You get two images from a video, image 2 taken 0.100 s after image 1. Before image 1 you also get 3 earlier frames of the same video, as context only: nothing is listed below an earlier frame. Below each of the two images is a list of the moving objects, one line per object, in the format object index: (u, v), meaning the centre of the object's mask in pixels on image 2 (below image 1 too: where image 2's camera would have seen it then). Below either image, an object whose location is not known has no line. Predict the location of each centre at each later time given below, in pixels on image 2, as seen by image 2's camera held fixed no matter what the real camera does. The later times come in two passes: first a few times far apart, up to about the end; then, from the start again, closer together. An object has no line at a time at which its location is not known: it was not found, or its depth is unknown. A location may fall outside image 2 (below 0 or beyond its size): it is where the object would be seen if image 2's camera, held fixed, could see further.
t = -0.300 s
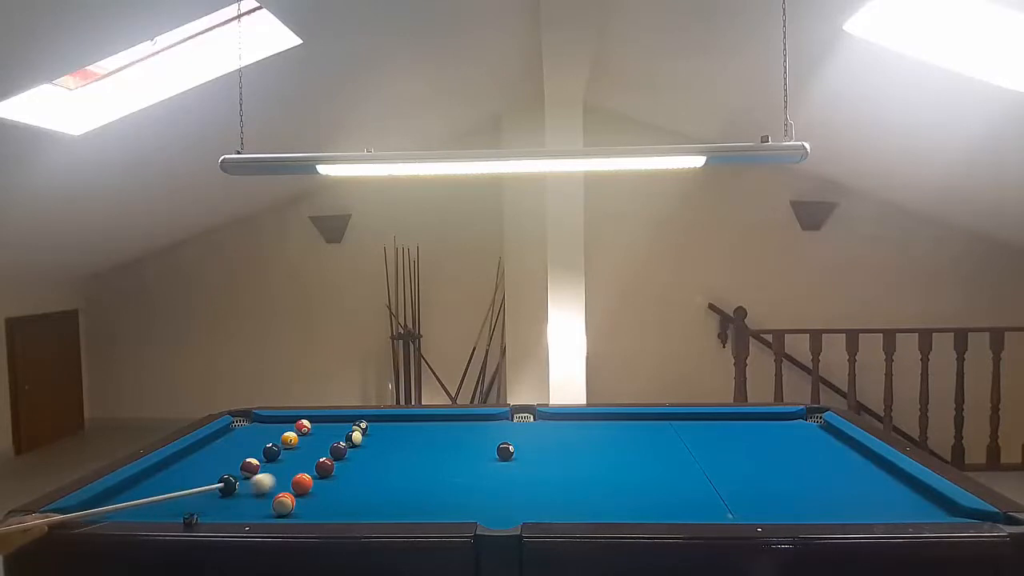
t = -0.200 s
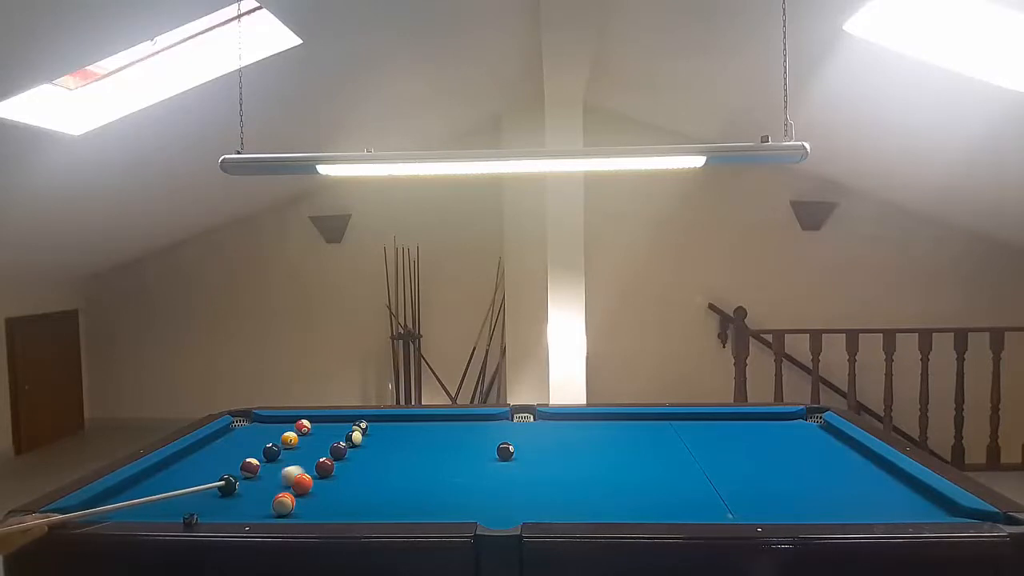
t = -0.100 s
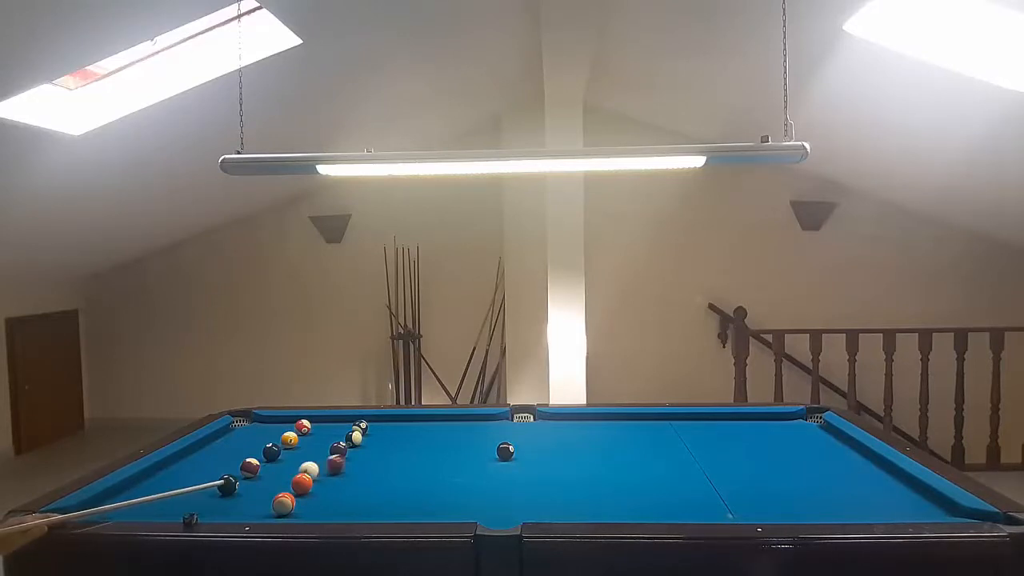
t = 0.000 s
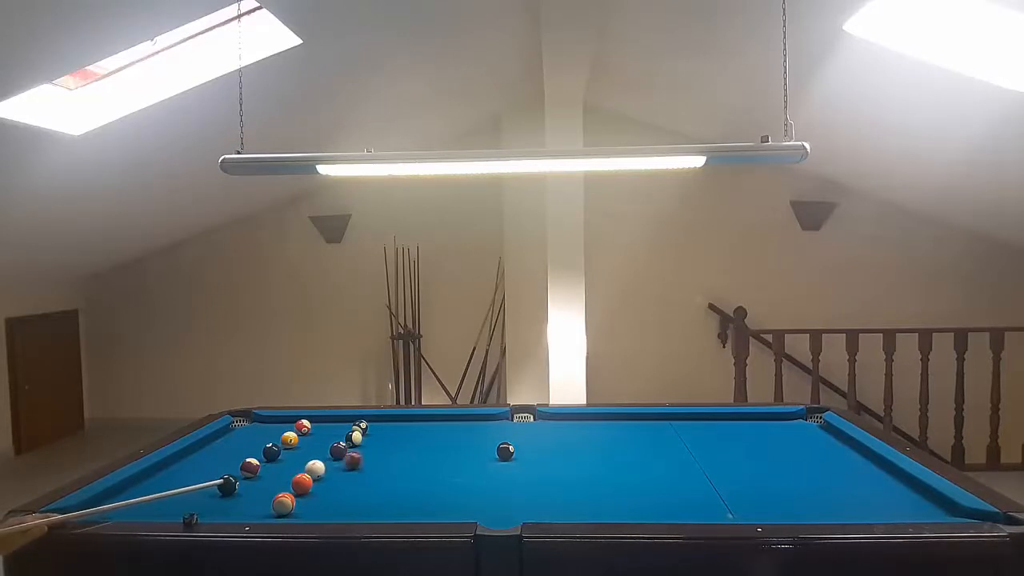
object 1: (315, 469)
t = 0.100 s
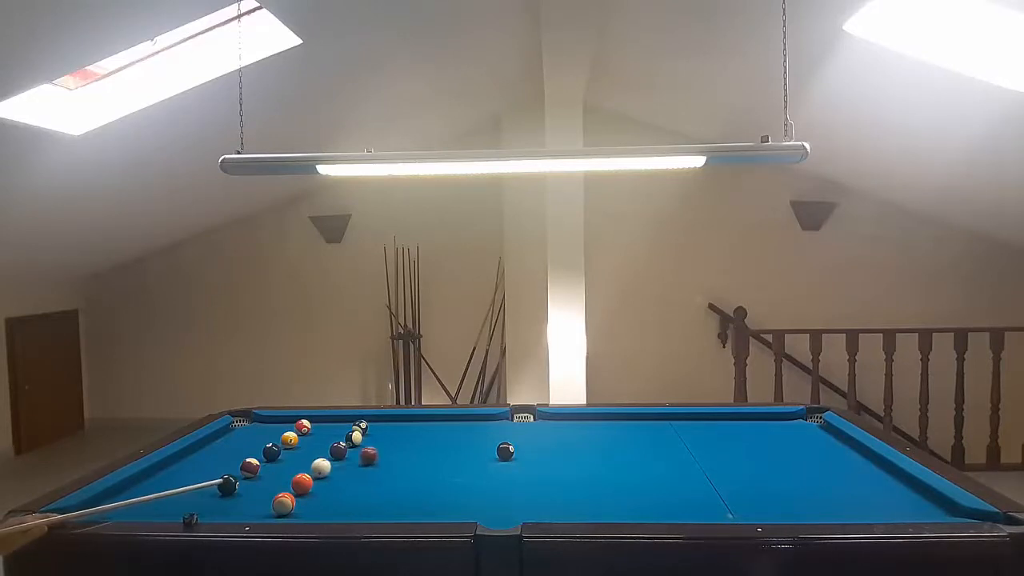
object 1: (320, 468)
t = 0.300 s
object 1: (332, 465)
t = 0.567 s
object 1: (345, 461)
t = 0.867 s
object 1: (357, 458)
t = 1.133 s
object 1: (365, 456)
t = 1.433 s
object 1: (373, 453)
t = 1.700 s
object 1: (378, 452)
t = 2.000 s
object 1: (381, 451)
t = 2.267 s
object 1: (383, 450)
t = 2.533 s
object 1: (384, 450)
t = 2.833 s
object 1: (386, 447)
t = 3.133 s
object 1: (383, 450)
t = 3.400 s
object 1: (383, 450)
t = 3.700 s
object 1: (383, 450)
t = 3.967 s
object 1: (383, 450)
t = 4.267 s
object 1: (383, 450)
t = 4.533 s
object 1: (383, 450)
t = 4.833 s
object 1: (383, 450)
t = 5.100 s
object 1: (383, 450)
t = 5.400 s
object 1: (383, 450)
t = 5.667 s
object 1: (383, 450)
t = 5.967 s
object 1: (383, 450)
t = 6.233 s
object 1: (383, 450)
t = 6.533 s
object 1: (383, 450)
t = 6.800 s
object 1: (383, 450)
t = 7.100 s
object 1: (383, 450)
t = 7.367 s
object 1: (383, 450)
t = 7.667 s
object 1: (383, 450)
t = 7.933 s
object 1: (383, 450)
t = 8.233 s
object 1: (383, 450)
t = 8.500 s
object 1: (383, 450)
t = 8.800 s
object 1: (383, 450)
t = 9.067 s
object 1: (383, 450)
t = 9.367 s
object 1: (383, 450)
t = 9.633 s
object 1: (383, 450)
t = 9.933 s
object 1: (383, 450)
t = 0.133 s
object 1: (322, 467)
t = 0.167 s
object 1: (324, 467)
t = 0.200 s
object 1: (326, 467)
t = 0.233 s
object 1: (328, 466)
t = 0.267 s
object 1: (330, 466)
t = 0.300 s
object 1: (332, 465)
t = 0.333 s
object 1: (333, 464)
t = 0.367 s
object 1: (335, 464)
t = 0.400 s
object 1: (337, 463)
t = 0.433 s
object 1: (338, 463)
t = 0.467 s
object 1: (340, 463)
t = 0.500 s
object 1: (342, 462)
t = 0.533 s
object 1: (343, 462)
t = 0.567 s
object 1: (345, 461)
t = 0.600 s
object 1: (346, 461)
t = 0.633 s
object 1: (348, 460)
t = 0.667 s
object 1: (349, 460)
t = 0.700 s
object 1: (350, 460)
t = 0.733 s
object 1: (352, 459)
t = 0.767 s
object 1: (353, 459)
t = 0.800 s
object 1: (354, 459)
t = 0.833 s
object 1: (355, 458)
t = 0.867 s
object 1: (357, 458)
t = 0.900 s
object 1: (358, 457)
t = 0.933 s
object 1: (359, 457)
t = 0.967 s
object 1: (360, 457)
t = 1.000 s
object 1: (361, 457)
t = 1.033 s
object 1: (362, 456)
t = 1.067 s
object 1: (363, 456)
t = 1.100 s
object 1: (364, 456)
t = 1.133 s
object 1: (365, 456)
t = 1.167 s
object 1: (366, 455)
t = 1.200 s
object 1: (367, 455)
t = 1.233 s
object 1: (368, 455)
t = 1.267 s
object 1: (369, 454)
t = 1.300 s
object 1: (370, 454)
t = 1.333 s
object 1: (370, 454)
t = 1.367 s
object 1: (371, 454)
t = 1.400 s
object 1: (372, 454)
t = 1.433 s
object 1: (373, 453)
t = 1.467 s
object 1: (373, 453)
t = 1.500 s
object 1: (374, 453)
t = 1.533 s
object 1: (375, 453)
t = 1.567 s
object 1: (375, 453)
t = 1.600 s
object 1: (376, 452)
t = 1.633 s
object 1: (377, 452)
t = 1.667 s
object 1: (377, 452)
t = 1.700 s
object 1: (378, 452)
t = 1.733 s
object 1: (378, 452)
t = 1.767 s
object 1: (379, 452)
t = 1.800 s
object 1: (379, 452)
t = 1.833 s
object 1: (380, 451)
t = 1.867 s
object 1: (380, 451)
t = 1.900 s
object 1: (380, 451)
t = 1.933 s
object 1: (381, 451)
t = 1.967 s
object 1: (381, 451)
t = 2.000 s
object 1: (381, 451)
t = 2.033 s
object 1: (382, 451)
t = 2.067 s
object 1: (382, 451)
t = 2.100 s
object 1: (382, 451)
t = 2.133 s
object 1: (382, 450)
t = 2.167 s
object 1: (382, 450)
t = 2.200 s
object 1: (383, 450)
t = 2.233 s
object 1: (383, 450)
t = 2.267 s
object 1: (383, 450)
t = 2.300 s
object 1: (383, 450)
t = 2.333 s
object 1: (383, 450)
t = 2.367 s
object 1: (383, 450)
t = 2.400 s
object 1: (383, 450)
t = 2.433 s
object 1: (385, 451)
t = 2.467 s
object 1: (383, 449)
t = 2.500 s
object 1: (383, 450)
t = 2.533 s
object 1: (384, 450)
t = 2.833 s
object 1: (386, 447)
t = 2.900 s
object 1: (381, 451)
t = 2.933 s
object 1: (383, 450)
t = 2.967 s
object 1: (383, 450)
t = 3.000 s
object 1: (383, 450)
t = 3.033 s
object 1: (383, 450)
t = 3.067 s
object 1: (383, 450)
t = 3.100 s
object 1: (383, 450)
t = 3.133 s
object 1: (383, 450)
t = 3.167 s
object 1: (383, 450)
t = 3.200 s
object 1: (383, 450)
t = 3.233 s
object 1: (383, 450)
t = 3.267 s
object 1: (383, 450)
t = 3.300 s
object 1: (383, 450)
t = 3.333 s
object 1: (383, 450)
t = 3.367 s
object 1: (383, 450)
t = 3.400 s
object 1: (383, 450)
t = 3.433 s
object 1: (383, 450)
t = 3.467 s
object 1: (383, 450)
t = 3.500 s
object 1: (383, 450)
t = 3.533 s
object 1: (383, 450)
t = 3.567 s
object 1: (384, 450)
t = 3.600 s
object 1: (383, 450)
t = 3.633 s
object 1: (383, 450)
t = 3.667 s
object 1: (383, 450)
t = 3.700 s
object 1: (383, 450)
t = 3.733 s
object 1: (383, 450)
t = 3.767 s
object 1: (383, 450)
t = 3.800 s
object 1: (383, 450)
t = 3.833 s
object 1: (383, 450)
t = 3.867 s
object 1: (383, 450)
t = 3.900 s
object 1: (383, 450)
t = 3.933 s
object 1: (383, 450)
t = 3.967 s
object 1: (383, 450)
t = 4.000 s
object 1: (383, 450)
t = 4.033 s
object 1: (383, 450)
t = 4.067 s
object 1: (383, 450)
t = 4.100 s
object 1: (383, 450)
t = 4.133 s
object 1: (383, 450)
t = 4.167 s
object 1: (383, 450)
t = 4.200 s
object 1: (383, 450)
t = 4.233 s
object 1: (383, 450)
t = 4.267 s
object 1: (383, 450)
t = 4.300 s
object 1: (383, 450)
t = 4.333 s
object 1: (383, 450)
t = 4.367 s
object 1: (383, 450)
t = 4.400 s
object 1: (383, 450)
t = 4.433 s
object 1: (383, 450)
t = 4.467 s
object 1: (383, 450)
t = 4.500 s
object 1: (383, 450)
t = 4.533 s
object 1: (383, 450)
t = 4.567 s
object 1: (383, 450)
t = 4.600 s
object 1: (383, 450)
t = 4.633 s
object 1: (383, 450)
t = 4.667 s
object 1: (383, 450)
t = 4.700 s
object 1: (383, 450)
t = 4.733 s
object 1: (383, 450)
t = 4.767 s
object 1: (383, 450)
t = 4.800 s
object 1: (383, 450)
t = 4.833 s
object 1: (383, 450)
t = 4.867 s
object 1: (383, 450)
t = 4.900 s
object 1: (383, 450)
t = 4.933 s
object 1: (383, 450)
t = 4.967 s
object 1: (383, 450)
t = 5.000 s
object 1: (383, 450)
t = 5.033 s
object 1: (383, 450)
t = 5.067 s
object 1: (383, 450)
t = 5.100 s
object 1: (383, 450)
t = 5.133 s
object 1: (383, 450)
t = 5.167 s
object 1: (383, 450)
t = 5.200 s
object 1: (383, 450)
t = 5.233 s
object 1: (383, 450)
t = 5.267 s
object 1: (383, 450)
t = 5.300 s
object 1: (383, 450)
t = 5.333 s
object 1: (383, 450)
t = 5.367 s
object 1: (383, 450)
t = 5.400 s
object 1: (383, 450)
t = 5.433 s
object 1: (383, 450)
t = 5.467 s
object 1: (383, 450)
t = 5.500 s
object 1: (383, 450)
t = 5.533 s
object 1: (383, 450)
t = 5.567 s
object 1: (383, 450)
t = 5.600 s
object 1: (383, 450)
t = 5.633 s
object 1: (383, 450)
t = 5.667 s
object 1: (383, 450)
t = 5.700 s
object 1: (383, 450)
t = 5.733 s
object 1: (383, 450)
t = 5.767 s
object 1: (383, 450)
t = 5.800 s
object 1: (383, 450)
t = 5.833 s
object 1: (383, 450)
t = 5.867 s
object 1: (383, 450)
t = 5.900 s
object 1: (383, 450)
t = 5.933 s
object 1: (383, 450)
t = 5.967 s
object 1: (383, 450)
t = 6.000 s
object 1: (383, 450)
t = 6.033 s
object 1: (383, 450)
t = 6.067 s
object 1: (383, 450)
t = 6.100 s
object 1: (383, 450)
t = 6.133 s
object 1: (383, 450)
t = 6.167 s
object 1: (383, 450)
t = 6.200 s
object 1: (383, 450)
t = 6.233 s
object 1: (383, 450)
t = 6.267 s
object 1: (383, 450)
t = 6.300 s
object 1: (383, 450)
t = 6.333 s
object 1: (383, 450)
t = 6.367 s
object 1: (383, 450)
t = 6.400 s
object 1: (383, 450)
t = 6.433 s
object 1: (383, 450)
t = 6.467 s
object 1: (383, 450)
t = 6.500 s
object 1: (383, 450)
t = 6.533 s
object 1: (383, 450)
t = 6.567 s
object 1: (383, 450)
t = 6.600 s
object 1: (383, 450)
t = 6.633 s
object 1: (383, 450)
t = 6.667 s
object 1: (383, 450)
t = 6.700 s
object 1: (383, 450)
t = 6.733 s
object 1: (383, 450)
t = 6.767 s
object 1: (383, 450)
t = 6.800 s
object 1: (383, 450)
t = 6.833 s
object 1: (383, 450)
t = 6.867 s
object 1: (383, 450)
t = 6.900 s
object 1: (383, 450)
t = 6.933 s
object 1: (383, 450)
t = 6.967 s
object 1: (383, 450)
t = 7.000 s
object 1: (383, 450)
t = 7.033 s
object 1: (383, 450)
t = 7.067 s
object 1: (383, 450)
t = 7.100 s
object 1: (383, 450)
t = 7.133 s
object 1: (383, 450)
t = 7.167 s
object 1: (383, 450)
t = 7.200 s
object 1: (383, 450)
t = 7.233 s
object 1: (383, 450)
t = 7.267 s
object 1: (383, 450)
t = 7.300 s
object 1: (383, 450)
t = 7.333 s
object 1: (383, 450)
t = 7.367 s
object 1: (383, 450)
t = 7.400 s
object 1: (383, 450)
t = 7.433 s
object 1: (383, 450)
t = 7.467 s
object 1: (383, 450)
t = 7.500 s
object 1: (383, 450)
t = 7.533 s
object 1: (383, 450)
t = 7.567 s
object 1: (383, 450)
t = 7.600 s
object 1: (383, 450)
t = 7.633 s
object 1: (383, 450)
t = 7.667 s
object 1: (383, 450)
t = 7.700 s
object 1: (383, 450)
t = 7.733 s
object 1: (383, 450)
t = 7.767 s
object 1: (383, 450)
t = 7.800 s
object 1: (383, 450)
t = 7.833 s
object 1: (383, 450)
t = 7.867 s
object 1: (383, 450)
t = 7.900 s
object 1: (383, 450)
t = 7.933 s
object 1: (383, 450)
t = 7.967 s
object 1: (383, 450)
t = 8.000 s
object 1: (383, 450)
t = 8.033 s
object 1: (383, 450)
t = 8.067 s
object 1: (383, 450)
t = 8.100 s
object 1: (383, 450)
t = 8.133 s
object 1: (383, 450)
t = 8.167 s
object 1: (383, 450)
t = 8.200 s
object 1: (383, 450)
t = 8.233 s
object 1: (383, 450)
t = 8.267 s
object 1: (383, 450)
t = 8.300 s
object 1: (383, 450)
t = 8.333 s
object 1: (383, 450)
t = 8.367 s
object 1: (383, 450)
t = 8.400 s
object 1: (383, 450)
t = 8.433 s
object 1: (383, 450)
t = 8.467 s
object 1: (383, 450)
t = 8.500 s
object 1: (383, 450)
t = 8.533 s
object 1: (383, 450)
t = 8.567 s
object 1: (383, 450)
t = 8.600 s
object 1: (383, 450)
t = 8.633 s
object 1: (383, 450)
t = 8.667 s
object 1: (383, 450)
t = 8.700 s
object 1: (383, 450)
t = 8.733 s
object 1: (383, 450)
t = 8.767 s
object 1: (383, 450)
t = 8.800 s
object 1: (383, 450)
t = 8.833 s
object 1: (383, 450)
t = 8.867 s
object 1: (383, 450)
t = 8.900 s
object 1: (383, 450)
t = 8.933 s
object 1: (383, 450)
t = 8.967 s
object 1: (383, 450)
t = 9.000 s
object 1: (383, 450)
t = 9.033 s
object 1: (383, 450)
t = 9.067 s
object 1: (383, 450)
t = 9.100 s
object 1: (383, 450)
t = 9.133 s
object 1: (383, 450)
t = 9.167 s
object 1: (383, 450)
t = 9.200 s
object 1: (383, 450)
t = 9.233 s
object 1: (383, 450)
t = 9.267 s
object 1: (383, 450)
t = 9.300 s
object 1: (383, 450)
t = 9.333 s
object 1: (383, 450)
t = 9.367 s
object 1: (383, 450)
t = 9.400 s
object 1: (383, 450)
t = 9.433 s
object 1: (383, 450)
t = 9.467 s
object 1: (383, 450)
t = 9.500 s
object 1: (383, 450)
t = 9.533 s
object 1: (383, 450)
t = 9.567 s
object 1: (383, 450)
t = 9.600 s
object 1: (383, 450)
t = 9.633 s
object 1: (383, 450)
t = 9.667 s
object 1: (383, 450)
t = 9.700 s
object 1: (383, 450)
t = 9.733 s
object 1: (383, 450)
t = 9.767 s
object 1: (383, 450)
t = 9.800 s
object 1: (383, 450)
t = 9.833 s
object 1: (383, 450)
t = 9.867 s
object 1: (383, 450)
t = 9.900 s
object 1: (383, 450)
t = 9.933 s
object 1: (383, 450)
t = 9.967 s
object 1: (383, 450)
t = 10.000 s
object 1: (383, 450)
